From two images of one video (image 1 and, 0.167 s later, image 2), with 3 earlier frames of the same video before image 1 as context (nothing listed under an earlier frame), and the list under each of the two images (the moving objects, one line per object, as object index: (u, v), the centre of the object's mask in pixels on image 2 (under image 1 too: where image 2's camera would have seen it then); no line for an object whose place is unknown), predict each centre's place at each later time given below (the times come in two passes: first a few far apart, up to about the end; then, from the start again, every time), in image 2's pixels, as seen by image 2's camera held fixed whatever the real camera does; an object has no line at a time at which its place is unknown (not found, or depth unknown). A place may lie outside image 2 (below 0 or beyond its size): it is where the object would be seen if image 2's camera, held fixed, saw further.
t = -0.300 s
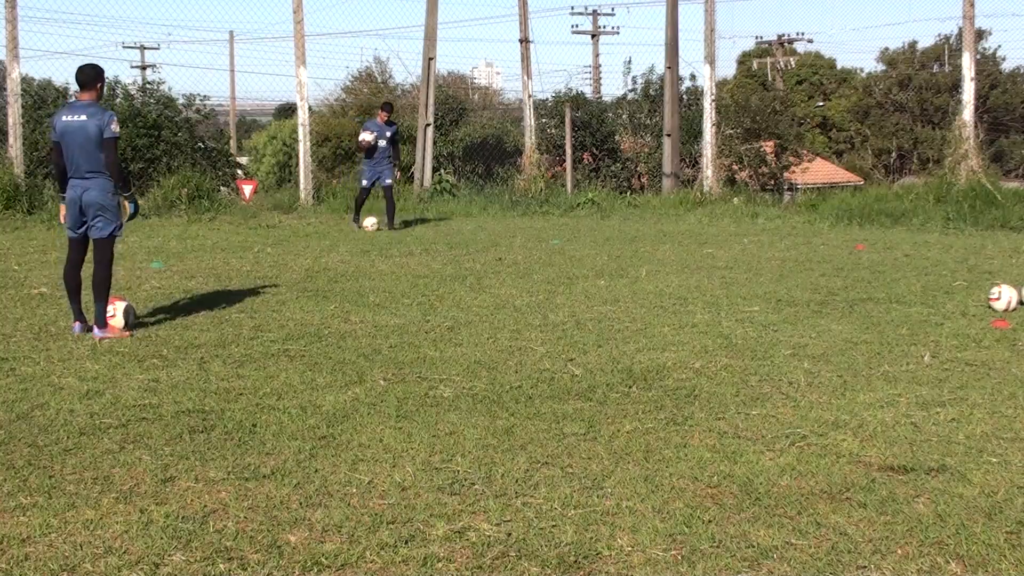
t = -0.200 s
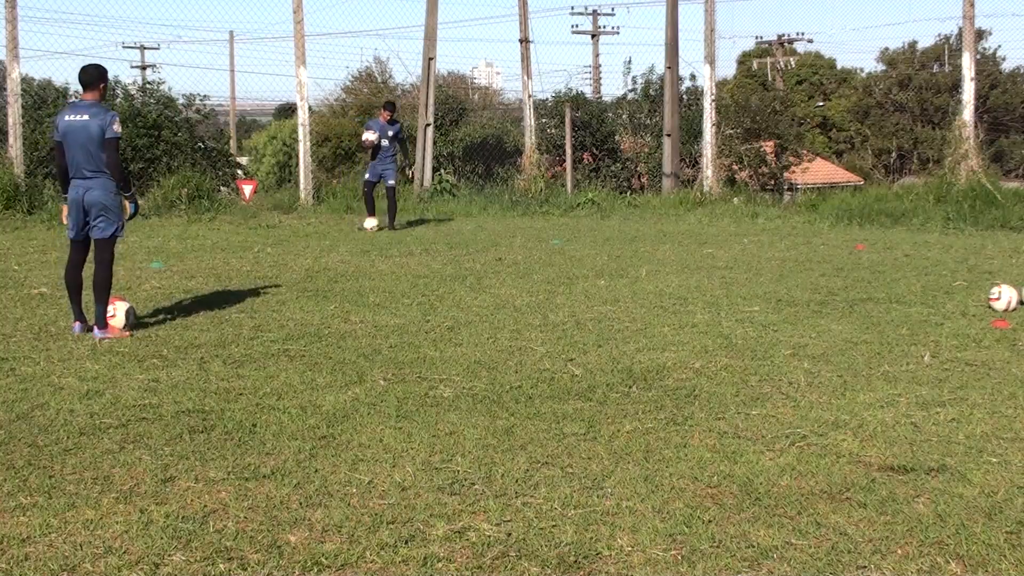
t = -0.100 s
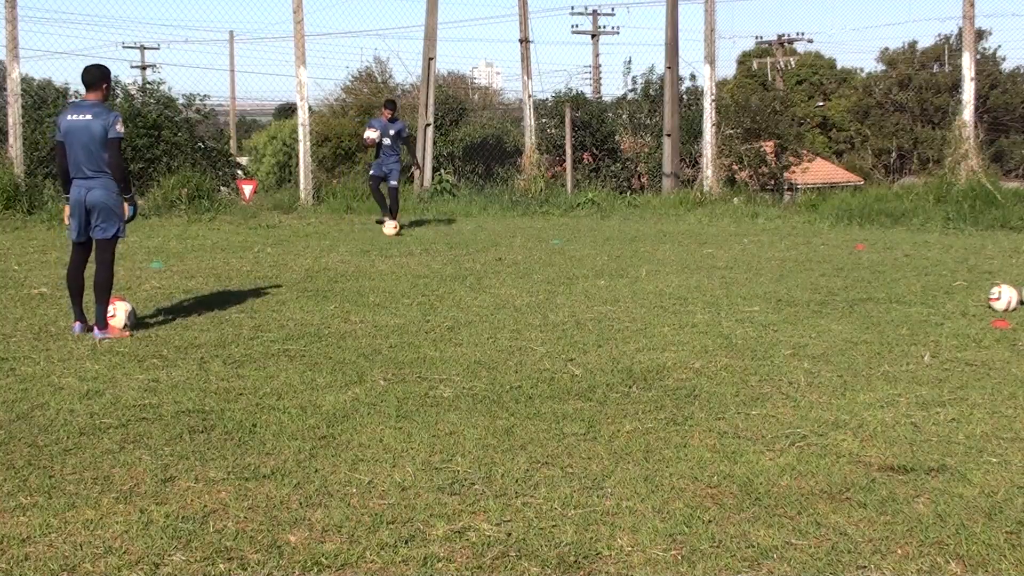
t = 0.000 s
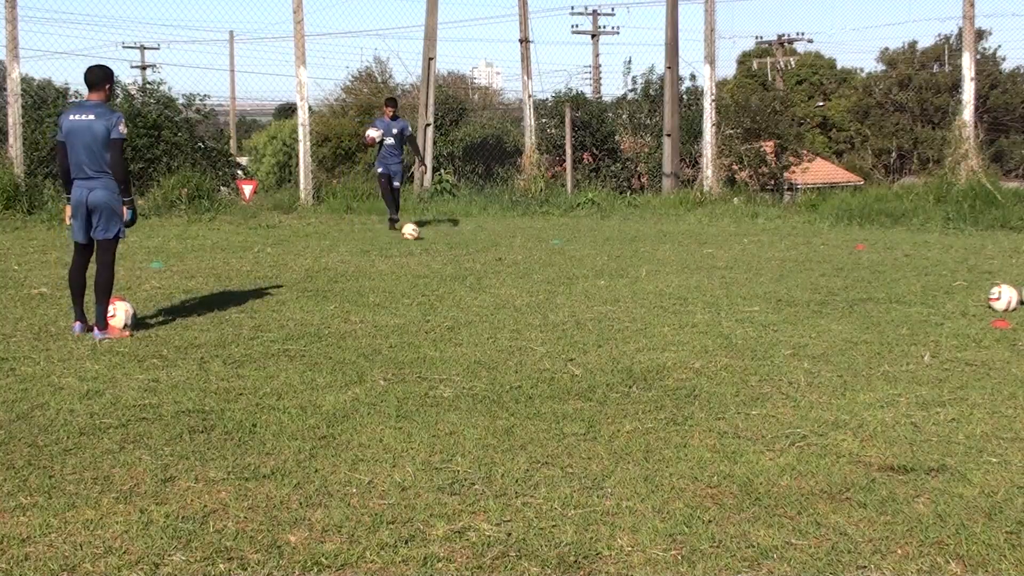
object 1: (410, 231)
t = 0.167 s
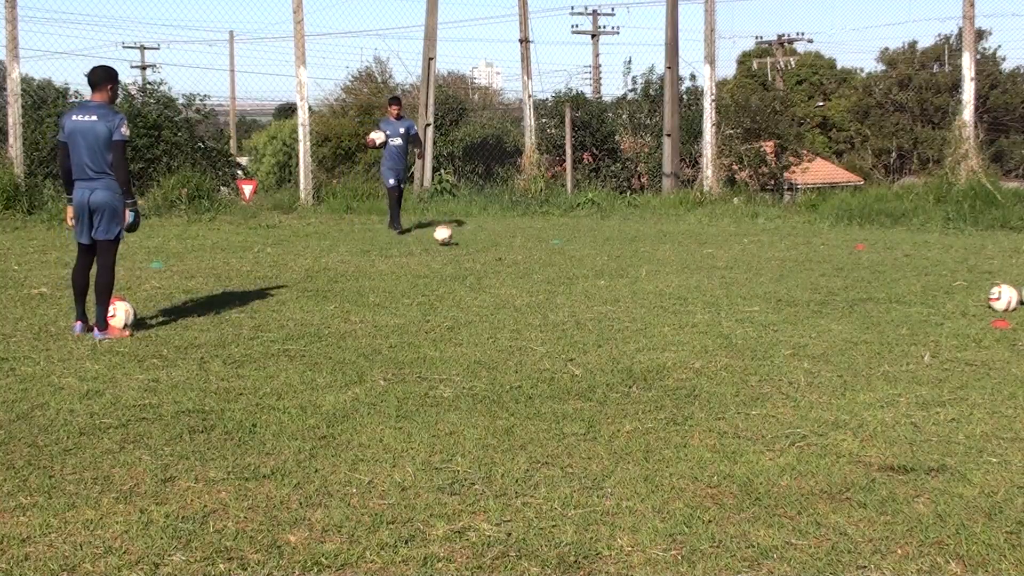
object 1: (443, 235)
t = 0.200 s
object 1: (449, 237)
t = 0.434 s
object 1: (495, 246)
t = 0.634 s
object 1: (535, 256)
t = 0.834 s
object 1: (575, 261)
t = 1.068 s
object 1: (625, 271)
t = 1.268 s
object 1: (671, 276)
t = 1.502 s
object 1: (727, 288)
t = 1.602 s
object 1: (752, 293)
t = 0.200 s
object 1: (449, 237)
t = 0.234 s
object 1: (456, 240)
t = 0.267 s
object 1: (464, 244)
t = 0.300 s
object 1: (469, 243)
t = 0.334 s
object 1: (476, 242)
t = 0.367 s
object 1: (482, 242)
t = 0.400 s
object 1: (488, 243)
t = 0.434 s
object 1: (495, 246)
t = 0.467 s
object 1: (502, 249)
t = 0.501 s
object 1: (509, 252)
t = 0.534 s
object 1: (515, 251)
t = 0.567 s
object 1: (522, 253)
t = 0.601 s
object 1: (528, 254)
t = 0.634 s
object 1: (535, 256)
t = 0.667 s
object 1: (541, 256)
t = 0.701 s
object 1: (548, 257)
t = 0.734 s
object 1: (555, 258)
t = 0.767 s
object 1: (562, 260)
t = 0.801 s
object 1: (569, 261)
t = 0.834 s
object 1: (575, 261)
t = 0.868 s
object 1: (582, 263)
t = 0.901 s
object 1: (589, 265)
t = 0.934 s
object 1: (596, 266)
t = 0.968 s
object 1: (603, 266)
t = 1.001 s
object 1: (611, 267)
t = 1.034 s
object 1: (618, 269)
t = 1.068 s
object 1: (625, 271)
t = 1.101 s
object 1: (633, 272)
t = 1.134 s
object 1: (640, 273)
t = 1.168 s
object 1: (648, 275)
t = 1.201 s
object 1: (655, 276)
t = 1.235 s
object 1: (663, 276)
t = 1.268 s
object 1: (671, 276)
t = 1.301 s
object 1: (679, 279)
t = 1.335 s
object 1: (687, 281)
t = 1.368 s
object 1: (694, 282)
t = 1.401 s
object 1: (702, 283)
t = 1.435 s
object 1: (711, 285)
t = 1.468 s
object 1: (720, 288)
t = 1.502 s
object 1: (727, 288)
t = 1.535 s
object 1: (735, 289)
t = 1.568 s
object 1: (743, 289)
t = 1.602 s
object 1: (752, 293)
